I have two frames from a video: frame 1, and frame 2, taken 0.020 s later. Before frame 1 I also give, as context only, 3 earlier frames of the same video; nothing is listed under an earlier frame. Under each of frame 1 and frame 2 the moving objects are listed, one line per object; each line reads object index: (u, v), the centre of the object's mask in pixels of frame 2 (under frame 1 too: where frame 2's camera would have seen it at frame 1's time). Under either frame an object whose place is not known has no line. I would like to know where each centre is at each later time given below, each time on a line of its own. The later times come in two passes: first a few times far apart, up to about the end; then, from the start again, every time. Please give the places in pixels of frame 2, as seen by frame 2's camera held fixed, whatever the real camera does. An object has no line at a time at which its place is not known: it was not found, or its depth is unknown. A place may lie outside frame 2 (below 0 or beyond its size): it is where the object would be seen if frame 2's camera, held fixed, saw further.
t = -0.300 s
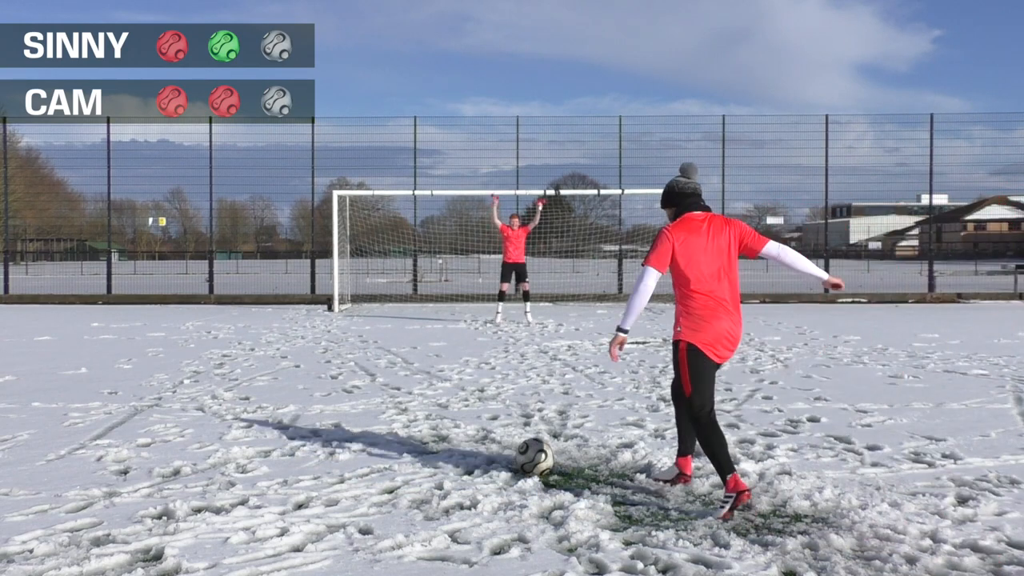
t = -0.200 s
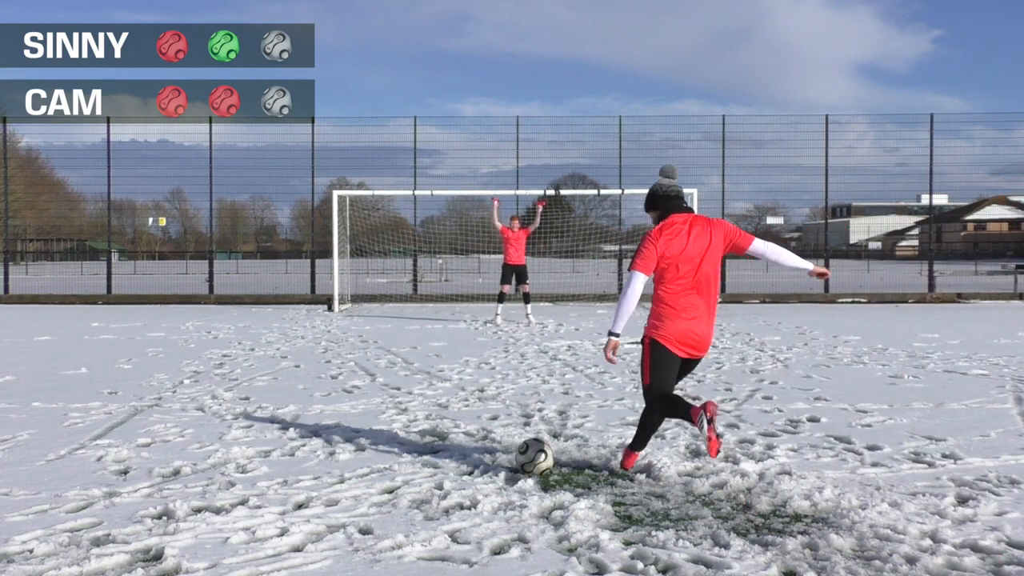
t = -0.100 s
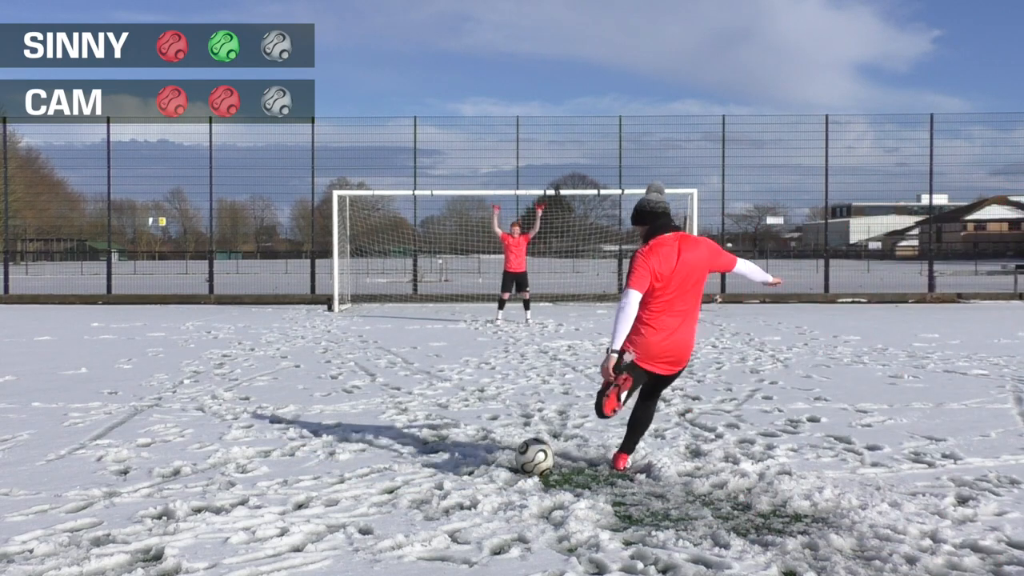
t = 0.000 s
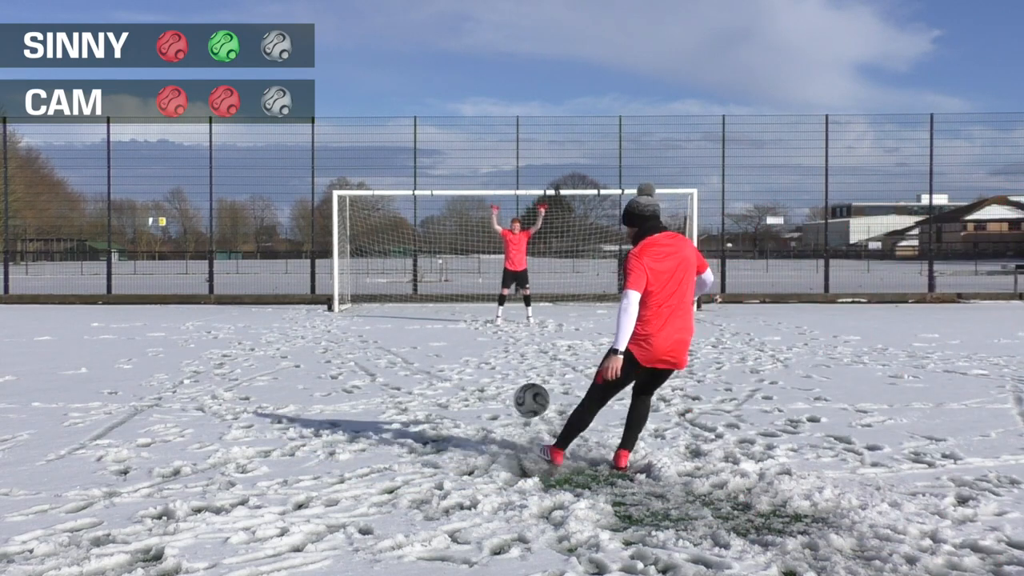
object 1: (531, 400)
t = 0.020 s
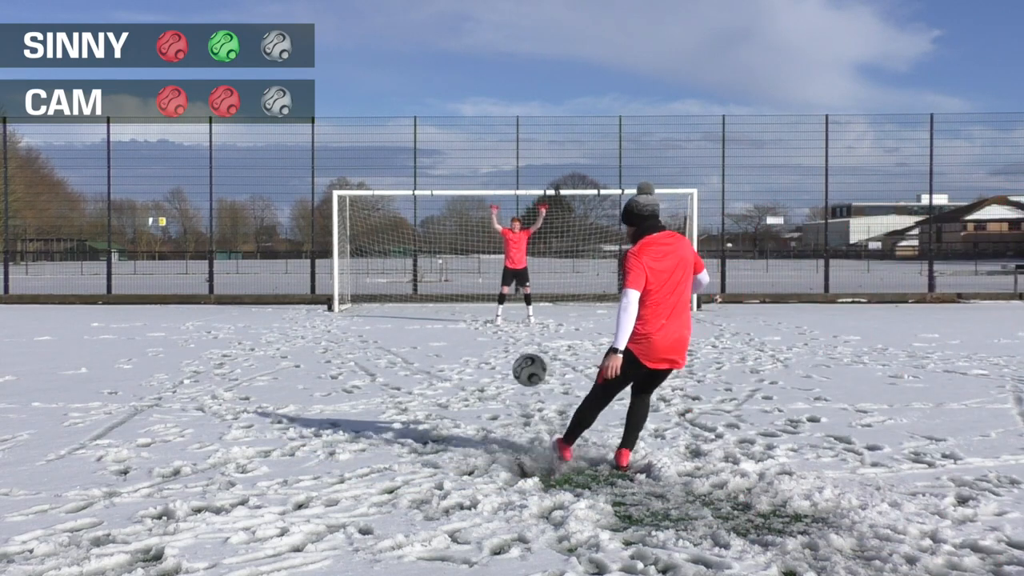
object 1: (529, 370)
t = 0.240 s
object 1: (520, 167)
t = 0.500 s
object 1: (524, 78)
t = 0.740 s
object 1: (531, 60)
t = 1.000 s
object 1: (541, 79)
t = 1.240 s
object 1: (550, 119)
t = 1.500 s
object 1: (561, 178)
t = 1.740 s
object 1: (571, 183)
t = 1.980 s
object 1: (585, 201)
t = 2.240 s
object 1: (597, 263)
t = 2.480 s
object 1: (608, 323)
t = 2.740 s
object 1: (614, 327)
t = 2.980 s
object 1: (623, 328)
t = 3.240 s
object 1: (629, 331)
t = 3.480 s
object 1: (633, 332)
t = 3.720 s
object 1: (636, 332)
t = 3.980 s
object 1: (636, 333)
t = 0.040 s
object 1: (527, 343)
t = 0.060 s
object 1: (526, 318)
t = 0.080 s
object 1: (525, 295)
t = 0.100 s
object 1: (524, 274)
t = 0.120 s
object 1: (524, 255)
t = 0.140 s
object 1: (523, 237)
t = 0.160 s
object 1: (523, 221)
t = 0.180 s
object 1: (522, 206)
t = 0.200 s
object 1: (521, 191)
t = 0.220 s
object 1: (521, 179)
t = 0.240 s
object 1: (520, 167)
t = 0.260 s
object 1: (520, 156)
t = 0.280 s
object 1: (520, 146)
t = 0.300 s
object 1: (520, 137)
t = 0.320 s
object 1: (520, 129)
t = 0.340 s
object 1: (520, 121)
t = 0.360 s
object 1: (520, 114)
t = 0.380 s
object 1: (521, 107)
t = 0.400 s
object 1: (521, 101)
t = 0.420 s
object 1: (522, 96)
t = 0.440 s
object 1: (522, 91)
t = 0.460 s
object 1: (523, 86)
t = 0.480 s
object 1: (523, 82)
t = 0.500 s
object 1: (524, 78)
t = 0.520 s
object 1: (524, 75)
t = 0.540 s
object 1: (525, 72)
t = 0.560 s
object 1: (525, 70)
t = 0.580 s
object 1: (526, 68)
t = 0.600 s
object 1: (527, 65)
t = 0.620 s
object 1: (527, 64)
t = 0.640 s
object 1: (528, 63)
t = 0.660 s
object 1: (528, 62)
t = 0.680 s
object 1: (529, 61)
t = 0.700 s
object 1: (530, 60)
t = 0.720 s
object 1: (530, 60)
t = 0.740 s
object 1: (531, 60)
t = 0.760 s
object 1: (532, 61)
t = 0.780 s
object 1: (532, 61)
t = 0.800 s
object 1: (534, 62)
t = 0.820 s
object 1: (534, 63)
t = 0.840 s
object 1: (535, 64)
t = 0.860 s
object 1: (535, 65)
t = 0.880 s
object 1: (536, 67)
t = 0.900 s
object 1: (537, 69)
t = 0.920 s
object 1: (538, 71)
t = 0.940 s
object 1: (539, 73)
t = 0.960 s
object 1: (540, 74)
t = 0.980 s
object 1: (540, 77)
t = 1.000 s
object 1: (541, 79)
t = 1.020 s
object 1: (542, 82)
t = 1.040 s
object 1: (542, 85)
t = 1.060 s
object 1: (543, 87)
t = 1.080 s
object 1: (544, 90)
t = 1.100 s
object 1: (545, 94)
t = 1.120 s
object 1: (545, 97)
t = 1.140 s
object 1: (546, 101)
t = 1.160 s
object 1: (547, 104)
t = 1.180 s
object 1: (548, 107)
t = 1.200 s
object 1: (548, 111)
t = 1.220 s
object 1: (549, 115)
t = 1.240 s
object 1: (550, 119)
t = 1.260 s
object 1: (551, 123)
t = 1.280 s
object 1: (551, 127)
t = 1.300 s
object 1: (552, 132)
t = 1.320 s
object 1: (552, 136)
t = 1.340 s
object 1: (554, 140)
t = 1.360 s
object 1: (554, 144)
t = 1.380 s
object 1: (555, 149)
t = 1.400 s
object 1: (556, 154)
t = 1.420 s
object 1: (556, 158)
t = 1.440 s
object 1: (558, 163)
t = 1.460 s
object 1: (559, 168)
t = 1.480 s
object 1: (560, 173)
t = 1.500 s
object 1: (561, 178)
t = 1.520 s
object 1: (561, 183)
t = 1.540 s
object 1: (561, 189)
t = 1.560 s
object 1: (562, 189)
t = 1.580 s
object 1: (563, 188)
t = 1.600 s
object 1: (564, 187)
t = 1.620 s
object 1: (565, 185)
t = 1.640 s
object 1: (566, 185)
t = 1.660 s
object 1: (567, 185)
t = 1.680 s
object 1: (567, 184)
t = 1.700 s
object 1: (568, 184)
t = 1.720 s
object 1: (571, 183)
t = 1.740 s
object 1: (571, 183)
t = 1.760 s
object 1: (573, 184)
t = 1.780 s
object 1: (574, 184)
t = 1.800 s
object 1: (574, 185)
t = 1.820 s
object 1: (576, 185)
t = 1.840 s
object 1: (577, 187)
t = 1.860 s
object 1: (577, 188)
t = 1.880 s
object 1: (578, 189)
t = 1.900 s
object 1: (579, 190)
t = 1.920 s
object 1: (580, 193)
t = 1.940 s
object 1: (581, 196)
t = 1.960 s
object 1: (584, 198)
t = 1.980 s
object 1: (585, 201)
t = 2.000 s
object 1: (586, 204)
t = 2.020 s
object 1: (587, 207)
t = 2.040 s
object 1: (587, 211)
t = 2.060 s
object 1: (589, 216)
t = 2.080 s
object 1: (589, 220)
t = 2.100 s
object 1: (590, 224)
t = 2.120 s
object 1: (591, 229)
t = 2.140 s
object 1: (592, 234)
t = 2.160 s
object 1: (593, 239)
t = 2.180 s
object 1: (595, 245)
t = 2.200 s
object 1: (596, 251)
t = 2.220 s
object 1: (597, 256)
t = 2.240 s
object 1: (597, 263)
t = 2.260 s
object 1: (598, 270)
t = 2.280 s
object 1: (599, 277)
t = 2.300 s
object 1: (600, 285)
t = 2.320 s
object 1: (603, 293)
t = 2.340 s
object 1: (604, 300)
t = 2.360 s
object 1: (604, 309)
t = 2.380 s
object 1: (604, 318)
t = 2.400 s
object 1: (606, 324)
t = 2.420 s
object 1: (606, 323)
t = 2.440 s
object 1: (606, 323)
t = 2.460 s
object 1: (607, 323)
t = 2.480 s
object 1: (608, 323)
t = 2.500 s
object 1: (609, 323)
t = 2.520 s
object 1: (609, 324)
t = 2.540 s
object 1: (609, 324)
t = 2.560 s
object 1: (611, 325)
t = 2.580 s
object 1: (611, 325)
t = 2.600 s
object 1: (611, 326)
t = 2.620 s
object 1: (612, 326)
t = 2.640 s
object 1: (613, 327)
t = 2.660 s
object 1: (614, 327)
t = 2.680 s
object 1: (614, 327)
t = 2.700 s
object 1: (614, 327)
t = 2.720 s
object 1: (614, 327)
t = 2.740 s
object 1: (614, 327)
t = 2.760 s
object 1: (615, 326)
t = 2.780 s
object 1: (616, 326)
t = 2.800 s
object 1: (617, 326)
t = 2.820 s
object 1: (618, 326)
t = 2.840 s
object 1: (618, 326)
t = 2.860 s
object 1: (618, 327)
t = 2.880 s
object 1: (619, 327)
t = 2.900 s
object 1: (620, 328)
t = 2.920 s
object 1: (620, 329)
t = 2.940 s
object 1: (621, 329)
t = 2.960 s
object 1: (622, 329)
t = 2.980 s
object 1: (623, 328)
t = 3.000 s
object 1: (623, 329)
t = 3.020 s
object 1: (623, 329)
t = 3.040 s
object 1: (623, 329)
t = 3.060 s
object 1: (625, 329)
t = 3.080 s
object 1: (626, 329)
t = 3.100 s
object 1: (626, 330)
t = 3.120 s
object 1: (627, 330)
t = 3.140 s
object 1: (627, 330)
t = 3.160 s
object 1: (628, 330)
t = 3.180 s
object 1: (628, 330)
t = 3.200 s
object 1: (629, 330)
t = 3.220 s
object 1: (629, 330)
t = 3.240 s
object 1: (629, 331)
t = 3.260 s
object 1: (630, 331)
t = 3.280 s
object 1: (630, 331)
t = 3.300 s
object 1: (631, 331)
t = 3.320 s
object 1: (631, 331)
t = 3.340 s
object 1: (631, 330)
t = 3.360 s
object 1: (632, 330)
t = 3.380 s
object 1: (632, 330)
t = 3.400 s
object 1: (632, 331)
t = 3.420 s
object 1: (632, 332)
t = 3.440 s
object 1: (633, 332)
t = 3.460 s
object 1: (633, 332)
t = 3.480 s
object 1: (633, 332)
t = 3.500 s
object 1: (633, 332)
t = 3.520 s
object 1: (634, 332)
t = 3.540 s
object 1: (635, 332)
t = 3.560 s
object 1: (635, 332)
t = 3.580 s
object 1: (635, 332)
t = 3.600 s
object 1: (635, 332)
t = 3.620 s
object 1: (635, 332)
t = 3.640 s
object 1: (635, 332)
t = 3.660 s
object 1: (635, 331)
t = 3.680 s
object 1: (635, 332)
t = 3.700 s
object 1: (636, 332)
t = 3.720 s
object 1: (636, 332)
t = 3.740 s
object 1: (636, 332)
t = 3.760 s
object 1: (636, 332)
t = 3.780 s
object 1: (635, 332)
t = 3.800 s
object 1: (636, 332)
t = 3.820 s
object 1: (635, 332)
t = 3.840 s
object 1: (636, 332)
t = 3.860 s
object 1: (636, 333)
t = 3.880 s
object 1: (636, 333)
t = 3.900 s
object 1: (636, 333)
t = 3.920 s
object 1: (636, 333)
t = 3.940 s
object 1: (636, 333)
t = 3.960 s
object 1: (636, 333)
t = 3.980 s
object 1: (636, 333)
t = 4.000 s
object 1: (636, 333)
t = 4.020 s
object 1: (636, 333)
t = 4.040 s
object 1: (636, 333)
